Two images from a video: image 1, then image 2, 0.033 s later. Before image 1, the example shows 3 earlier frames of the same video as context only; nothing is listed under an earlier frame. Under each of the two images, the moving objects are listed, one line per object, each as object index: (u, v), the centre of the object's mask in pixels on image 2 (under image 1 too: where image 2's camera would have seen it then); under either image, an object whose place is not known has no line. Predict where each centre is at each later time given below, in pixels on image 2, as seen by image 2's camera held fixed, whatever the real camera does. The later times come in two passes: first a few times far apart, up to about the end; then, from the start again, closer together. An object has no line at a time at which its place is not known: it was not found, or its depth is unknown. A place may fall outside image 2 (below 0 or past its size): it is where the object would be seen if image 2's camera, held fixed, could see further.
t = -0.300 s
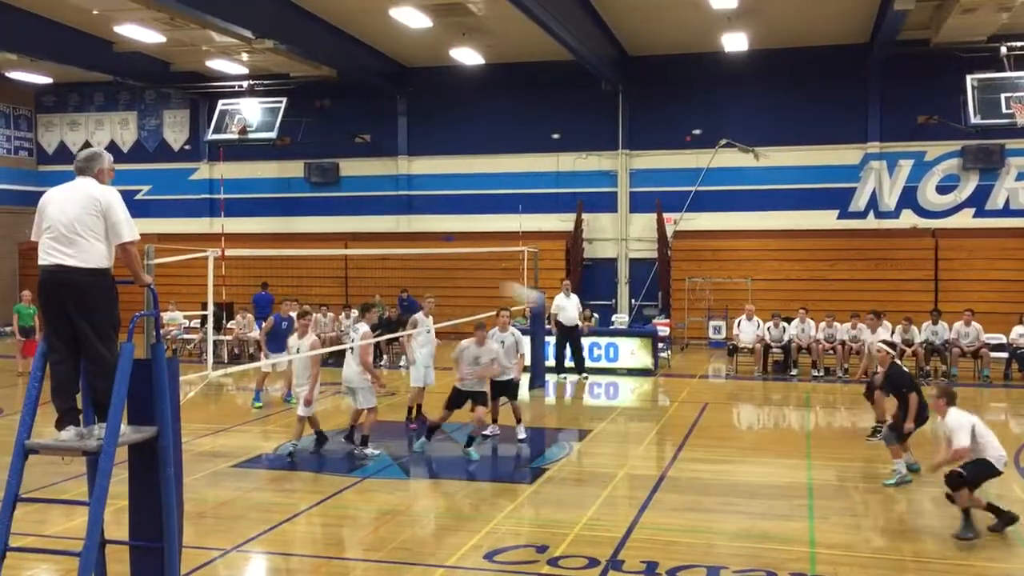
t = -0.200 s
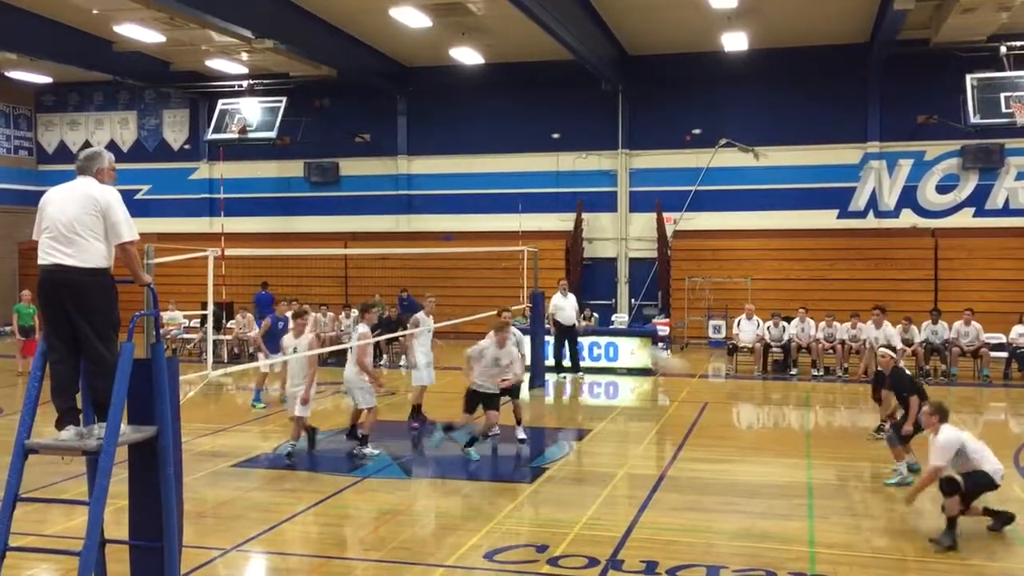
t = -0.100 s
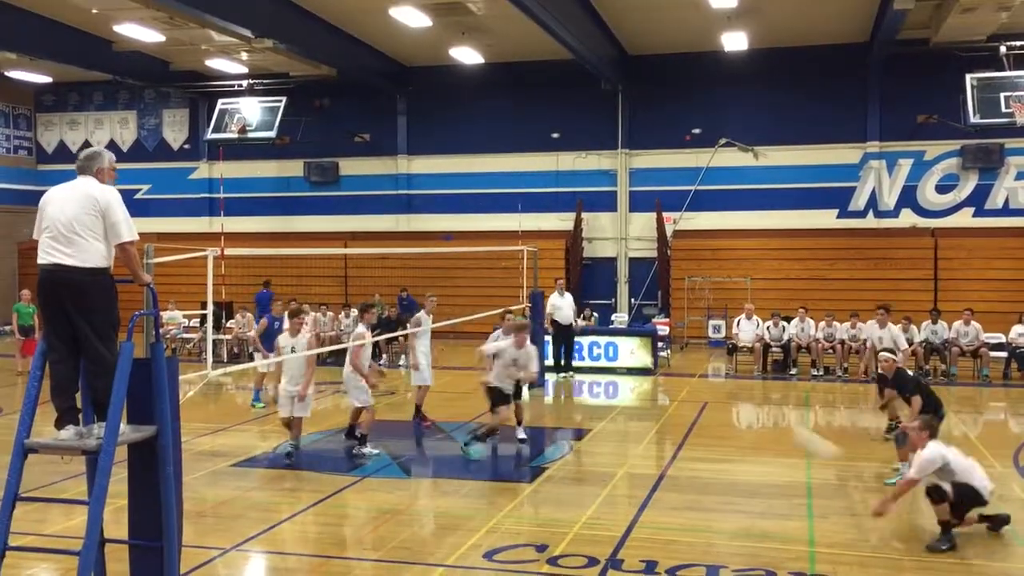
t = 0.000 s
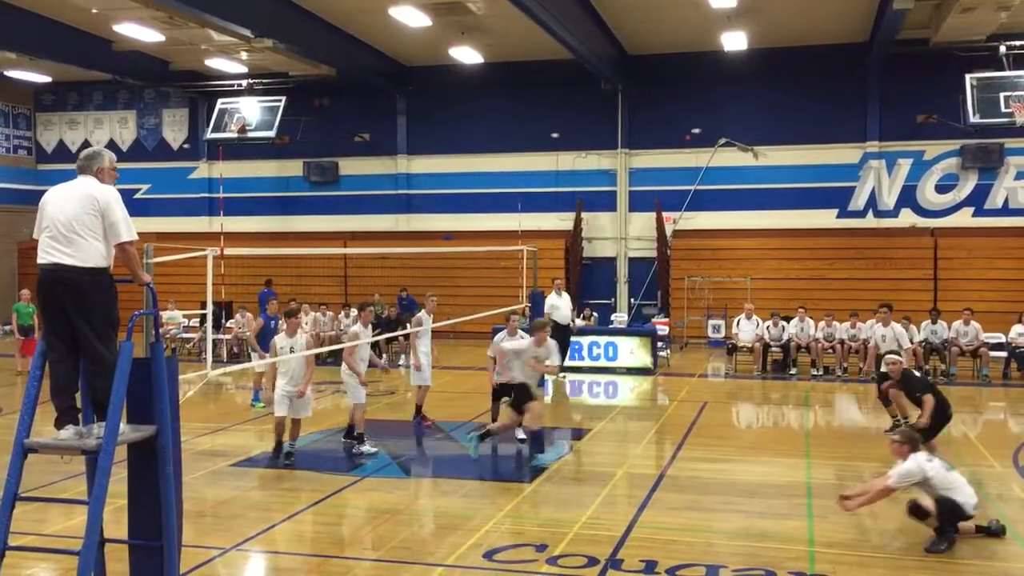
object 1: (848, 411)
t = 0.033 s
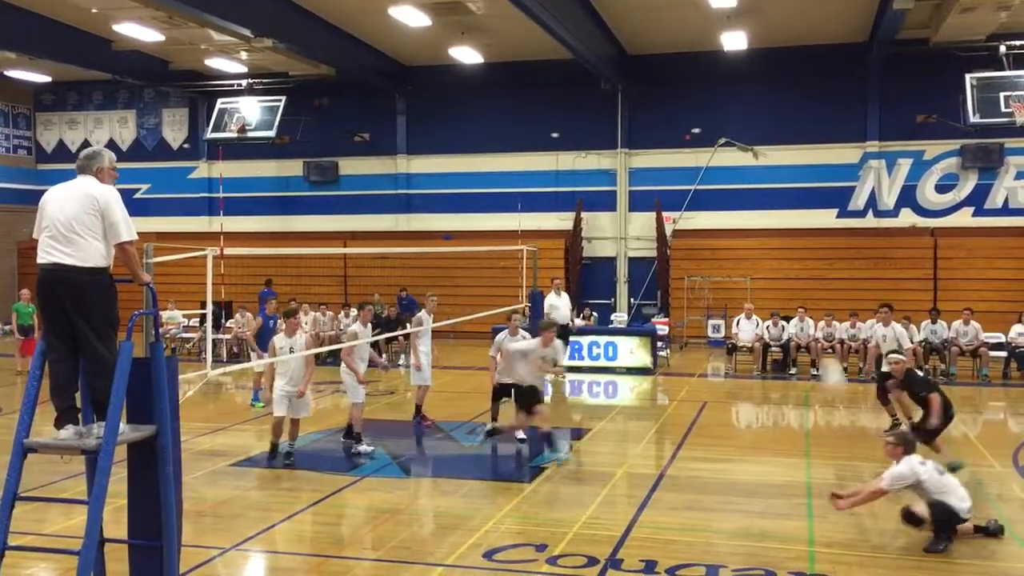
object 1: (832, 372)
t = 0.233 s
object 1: (760, 209)
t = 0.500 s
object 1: (690, 88)
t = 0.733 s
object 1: (643, 49)
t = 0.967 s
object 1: (603, 62)
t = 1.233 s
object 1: (565, 125)
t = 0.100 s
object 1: (807, 310)
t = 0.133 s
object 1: (794, 283)
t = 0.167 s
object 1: (782, 256)
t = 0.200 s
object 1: (772, 234)
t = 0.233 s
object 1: (760, 209)
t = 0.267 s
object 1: (752, 191)
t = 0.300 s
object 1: (741, 170)
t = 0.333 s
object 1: (731, 152)
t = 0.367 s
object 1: (722, 135)
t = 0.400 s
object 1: (715, 124)
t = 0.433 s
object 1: (706, 110)
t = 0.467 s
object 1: (698, 98)
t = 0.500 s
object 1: (690, 88)
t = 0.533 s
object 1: (683, 79)
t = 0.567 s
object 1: (676, 71)
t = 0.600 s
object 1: (668, 64)
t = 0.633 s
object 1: (662, 59)
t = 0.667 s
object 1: (655, 55)
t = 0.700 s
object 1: (649, 51)
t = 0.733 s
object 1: (643, 49)
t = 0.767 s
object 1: (637, 49)
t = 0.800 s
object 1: (631, 49)
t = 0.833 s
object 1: (625, 49)
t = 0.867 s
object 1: (620, 51)
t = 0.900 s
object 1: (614, 54)
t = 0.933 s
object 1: (609, 57)
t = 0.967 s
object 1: (603, 62)
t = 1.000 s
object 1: (598, 67)
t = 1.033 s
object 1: (593, 73)
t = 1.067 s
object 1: (588, 79)
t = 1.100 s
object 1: (583, 87)
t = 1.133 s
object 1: (579, 96)
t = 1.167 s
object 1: (574, 104)
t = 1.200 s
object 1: (569, 114)
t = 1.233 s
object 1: (565, 125)
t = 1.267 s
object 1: (561, 135)
